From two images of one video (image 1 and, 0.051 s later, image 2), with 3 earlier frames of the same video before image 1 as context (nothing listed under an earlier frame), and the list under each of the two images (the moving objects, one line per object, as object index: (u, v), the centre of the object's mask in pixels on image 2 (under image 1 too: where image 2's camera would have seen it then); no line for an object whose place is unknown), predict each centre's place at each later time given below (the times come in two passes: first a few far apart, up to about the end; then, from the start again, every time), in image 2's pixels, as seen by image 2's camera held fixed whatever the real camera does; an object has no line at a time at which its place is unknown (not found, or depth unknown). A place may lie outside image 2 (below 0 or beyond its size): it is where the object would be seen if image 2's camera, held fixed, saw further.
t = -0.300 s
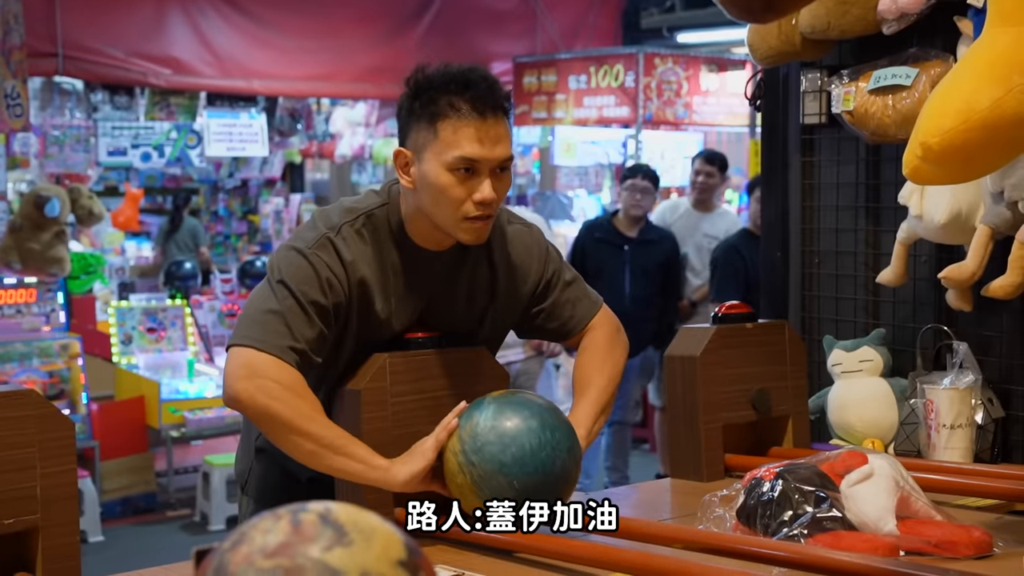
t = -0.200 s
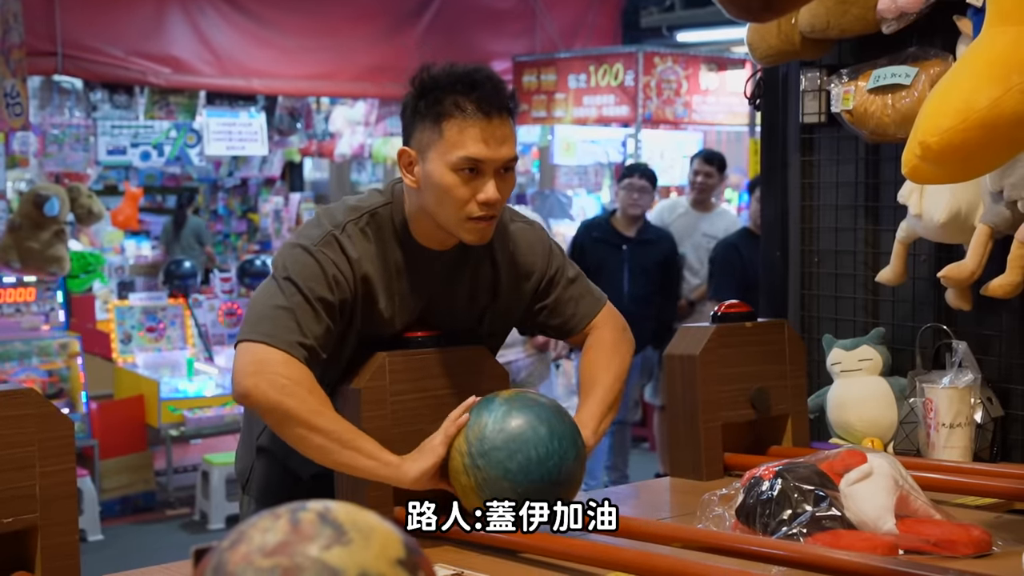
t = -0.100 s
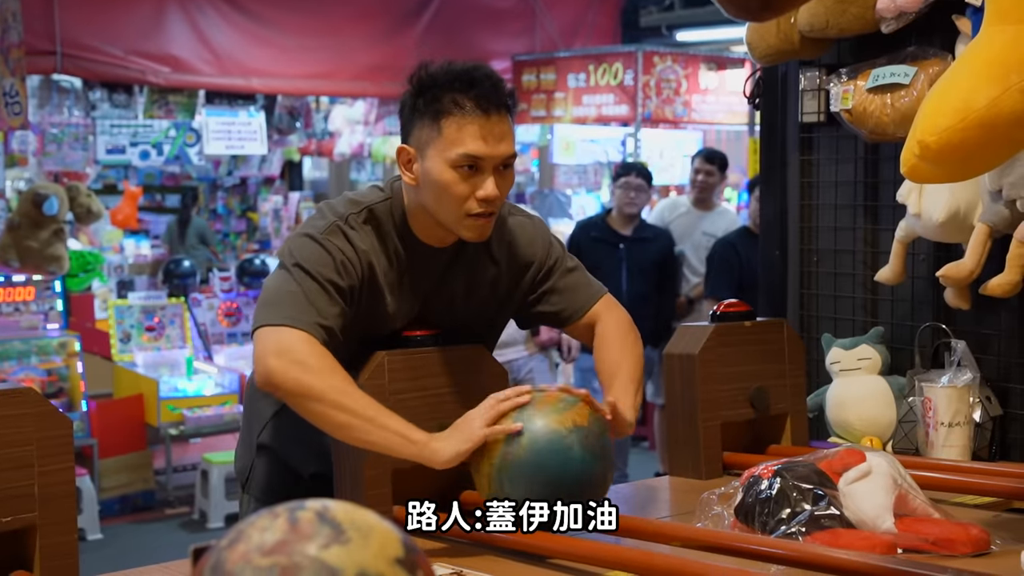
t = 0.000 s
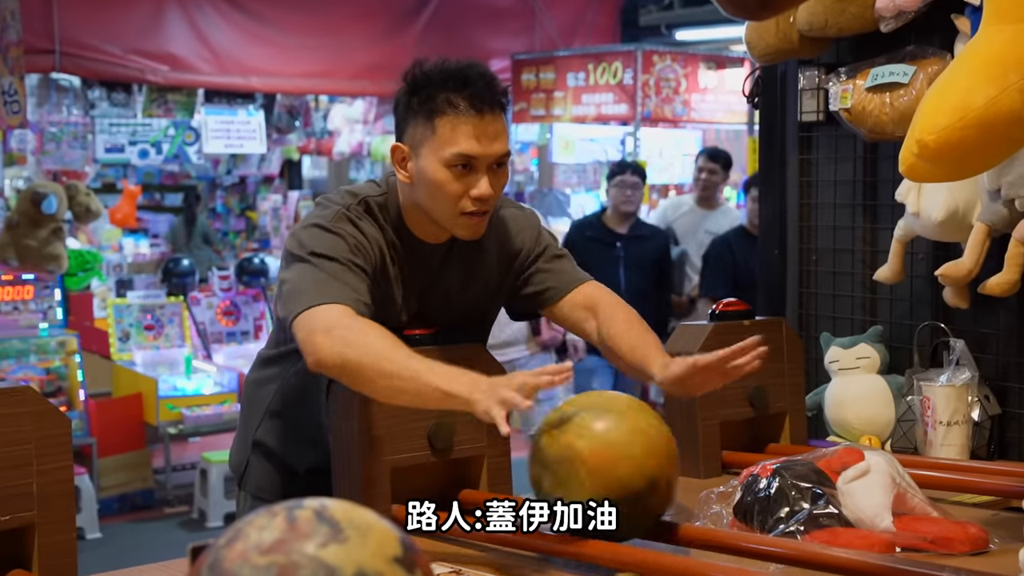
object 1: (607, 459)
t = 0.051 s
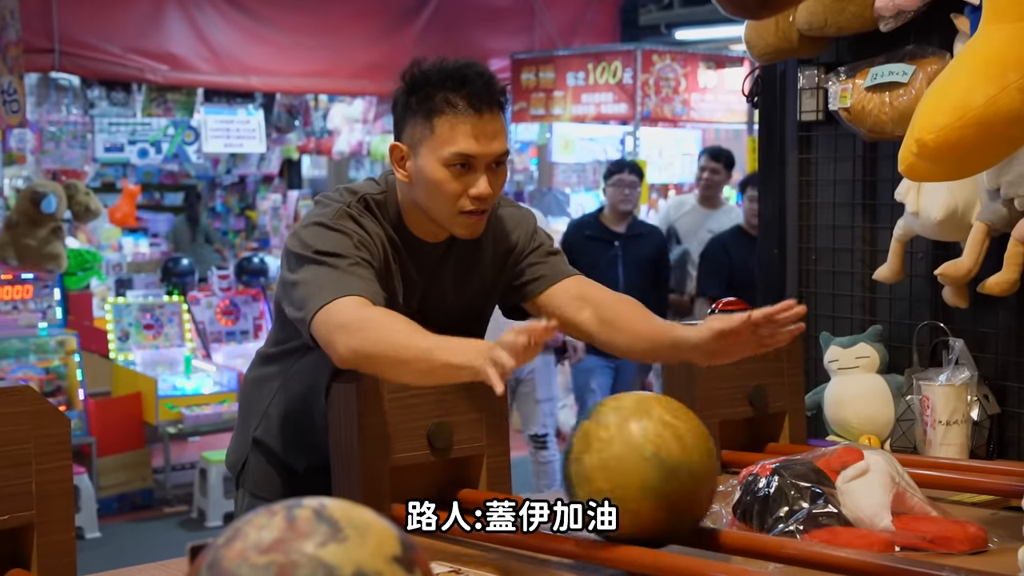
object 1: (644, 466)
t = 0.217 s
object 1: (777, 485)
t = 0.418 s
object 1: (955, 496)
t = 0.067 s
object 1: (656, 468)
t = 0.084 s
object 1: (668, 471)
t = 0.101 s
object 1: (680, 473)
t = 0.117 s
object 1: (693, 475)
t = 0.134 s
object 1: (706, 477)
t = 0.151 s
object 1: (720, 478)
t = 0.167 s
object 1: (734, 480)
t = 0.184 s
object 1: (748, 481)
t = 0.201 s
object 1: (761, 483)
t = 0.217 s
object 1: (777, 485)
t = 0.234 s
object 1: (792, 487)
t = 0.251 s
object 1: (807, 488)
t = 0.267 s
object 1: (822, 490)
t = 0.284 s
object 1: (838, 491)
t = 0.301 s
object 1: (854, 493)
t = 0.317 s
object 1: (871, 494)
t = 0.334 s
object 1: (888, 495)
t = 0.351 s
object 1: (906, 496)
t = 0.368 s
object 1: (924, 497)
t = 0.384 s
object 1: (936, 497)
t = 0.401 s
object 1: (946, 496)
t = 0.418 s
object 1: (955, 496)
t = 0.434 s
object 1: (964, 496)
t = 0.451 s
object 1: (973, 497)
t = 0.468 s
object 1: (982, 499)
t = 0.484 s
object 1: (991, 501)
